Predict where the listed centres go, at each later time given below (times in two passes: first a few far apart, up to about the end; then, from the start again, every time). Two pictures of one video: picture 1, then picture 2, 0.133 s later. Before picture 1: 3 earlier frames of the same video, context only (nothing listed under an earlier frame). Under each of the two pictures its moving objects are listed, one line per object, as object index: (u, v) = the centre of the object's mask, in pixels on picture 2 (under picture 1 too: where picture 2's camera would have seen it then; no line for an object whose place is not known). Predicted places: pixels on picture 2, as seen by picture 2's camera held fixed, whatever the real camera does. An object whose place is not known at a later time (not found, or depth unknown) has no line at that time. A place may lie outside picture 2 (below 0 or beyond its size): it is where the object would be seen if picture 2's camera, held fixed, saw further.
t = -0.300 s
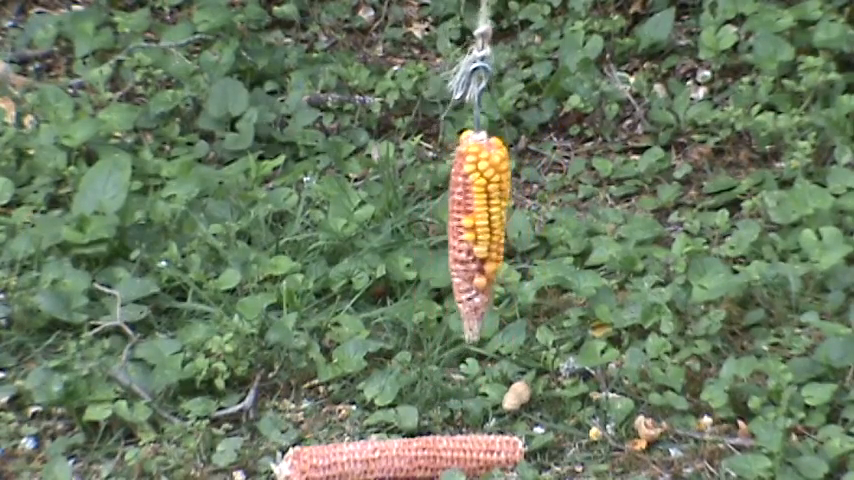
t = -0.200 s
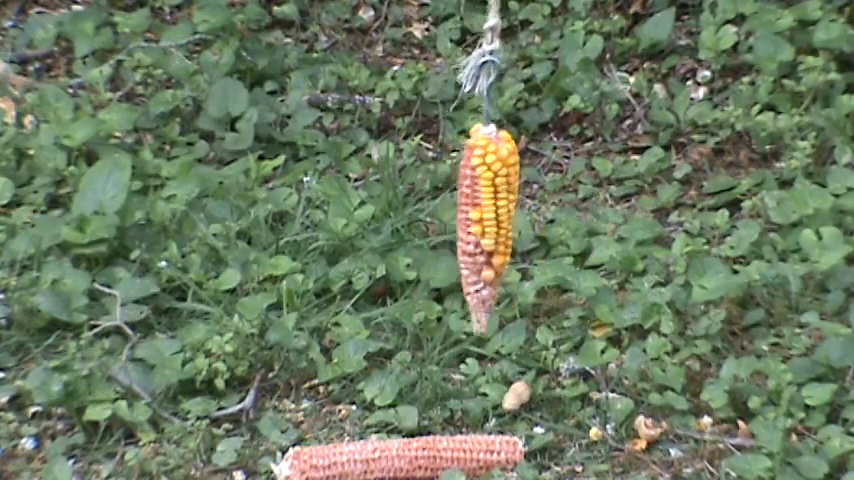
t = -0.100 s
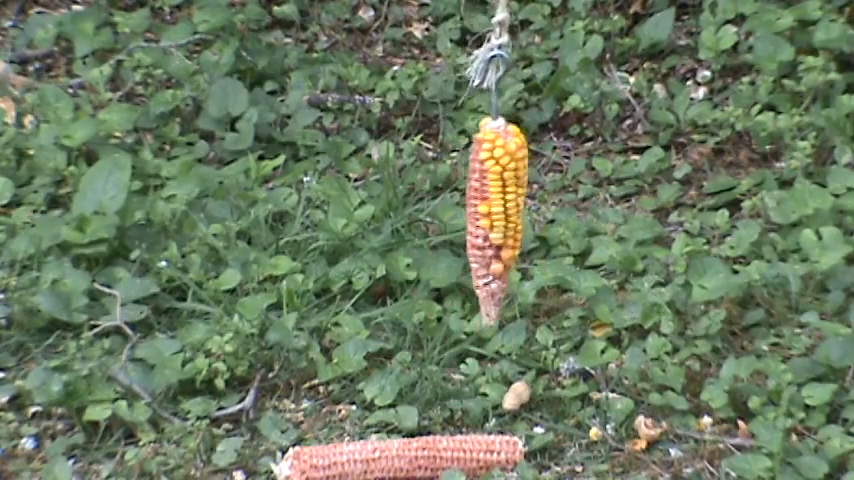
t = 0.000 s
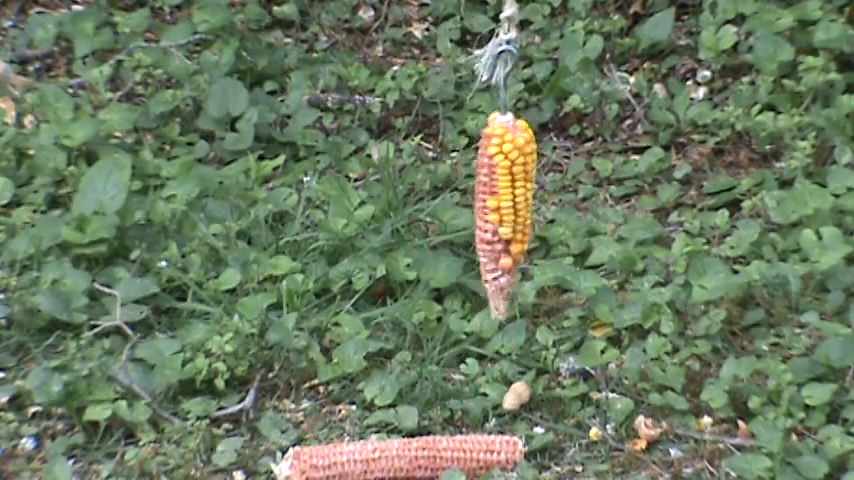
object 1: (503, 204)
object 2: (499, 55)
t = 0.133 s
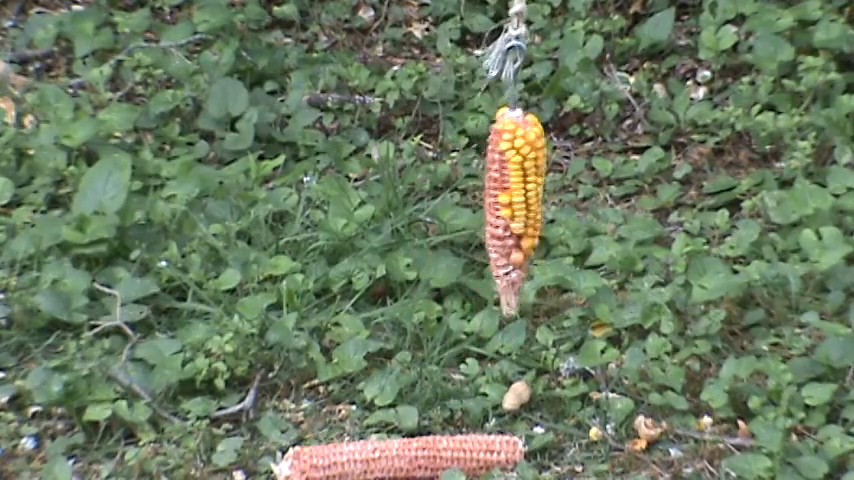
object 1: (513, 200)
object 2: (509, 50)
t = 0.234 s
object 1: (519, 198)
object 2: (513, 52)
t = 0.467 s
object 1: (525, 201)
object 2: (519, 52)
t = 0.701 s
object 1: (518, 215)
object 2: (514, 61)
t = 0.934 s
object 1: (500, 235)
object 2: (498, 73)
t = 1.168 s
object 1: (475, 253)
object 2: (474, 87)
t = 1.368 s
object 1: (453, 268)
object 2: (452, 98)
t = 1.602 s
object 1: (432, 279)
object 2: (433, 101)
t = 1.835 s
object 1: (421, 282)
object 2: (422, 107)
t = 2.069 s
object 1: (424, 275)
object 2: (425, 102)
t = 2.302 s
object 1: (438, 259)
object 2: (438, 92)
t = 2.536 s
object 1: (461, 239)
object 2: (456, 77)
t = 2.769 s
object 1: (485, 219)
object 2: (481, 64)
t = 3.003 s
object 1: (504, 206)
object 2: (500, 54)
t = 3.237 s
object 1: (514, 199)
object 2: (509, 51)
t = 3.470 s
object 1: (515, 204)
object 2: (510, 53)
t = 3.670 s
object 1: (505, 216)
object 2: (501, 62)
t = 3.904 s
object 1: (485, 234)
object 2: (483, 72)
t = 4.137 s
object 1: (460, 252)
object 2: (459, 85)
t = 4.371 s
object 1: (438, 268)
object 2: (438, 96)
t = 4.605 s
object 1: (422, 277)
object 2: (422, 102)
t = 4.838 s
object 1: (416, 276)
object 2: (417, 101)
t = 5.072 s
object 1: (421, 267)
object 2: (421, 97)
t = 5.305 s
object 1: (436, 252)
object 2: (435, 88)
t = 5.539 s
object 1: (456, 235)
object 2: (453, 77)
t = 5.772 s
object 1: (476, 218)
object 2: (472, 64)
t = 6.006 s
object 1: (492, 208)
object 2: (486, 57)
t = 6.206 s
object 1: (498, 205)
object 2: (493, 56)
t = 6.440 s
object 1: (497, 208)
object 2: (493, 58)
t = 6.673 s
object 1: (487, 223)
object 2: (484, 65)
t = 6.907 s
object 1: (470, 237)
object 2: (468, 75)
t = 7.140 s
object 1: (449, 254)
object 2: (448, 86)
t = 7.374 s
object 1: (431, 267)
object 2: (432, 94)
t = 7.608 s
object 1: (418, 275)
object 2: (419, 100)
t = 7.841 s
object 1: (415, 274)
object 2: (415, 99)
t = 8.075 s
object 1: (420, 265)
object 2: (419, 95)
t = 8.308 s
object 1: (433, 251)
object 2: (432, 86)
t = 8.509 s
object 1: (448, 238)
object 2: (446, 77)
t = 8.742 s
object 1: (466, 222)
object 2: (463, 66)
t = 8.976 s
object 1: (480, 212)
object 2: (476, 58)
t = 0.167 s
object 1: (515, 199)
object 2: (510, 51)
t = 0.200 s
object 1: (517, 198)
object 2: (511, 51)
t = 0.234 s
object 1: (519, 198)
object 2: (513, 52)
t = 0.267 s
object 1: (520, 198)
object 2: (515, 49)
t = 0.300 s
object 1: (522, 197)
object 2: (517, 50)
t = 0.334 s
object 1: (523, 198)
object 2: (518, 50)
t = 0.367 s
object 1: (524, 198)
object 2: (518, 50)
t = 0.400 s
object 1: (524, 200)
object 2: (519, 51)
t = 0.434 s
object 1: (524, 200)
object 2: (519, 52)
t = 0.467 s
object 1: (525, 201)
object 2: (519, 52)
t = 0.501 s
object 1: (524, 203)
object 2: (519, 53)
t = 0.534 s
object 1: (524, 204)
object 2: (519, 54)
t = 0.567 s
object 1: (523, 206)
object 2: (518, 56)
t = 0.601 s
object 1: (522, 207)
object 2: (518, 57)
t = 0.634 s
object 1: (521, 210)
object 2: (516, 58)
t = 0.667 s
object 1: (520, 212)
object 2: (516, 60)
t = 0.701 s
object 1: (518, 215)
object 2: (514, 61)
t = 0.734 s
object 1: (516, 218)
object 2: (512, 62)
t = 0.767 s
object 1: (514, 219)
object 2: (510, 63)
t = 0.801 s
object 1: (512, 222)
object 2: (508, 65)
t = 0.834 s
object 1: (509, 224)
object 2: (506, 67)
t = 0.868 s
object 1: (506, 228)
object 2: (503, 69)
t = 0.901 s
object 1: (503, 231)
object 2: (501, 70)
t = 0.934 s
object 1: (500, 235)
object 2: (498, 73)
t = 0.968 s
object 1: (497, 236)
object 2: (495, 76)
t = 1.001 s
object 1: (493, 241)
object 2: (492, 77)
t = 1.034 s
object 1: (490, 243)
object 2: (488, 79)
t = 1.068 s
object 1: (486, 245)
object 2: (485, 81)
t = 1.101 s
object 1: (483, 249)
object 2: (481, 82)
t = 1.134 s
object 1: (479, 251)
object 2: (478, 84)
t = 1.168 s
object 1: (475, 253)
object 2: (474, 87)
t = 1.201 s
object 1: (471, 257)
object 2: (470, 89)
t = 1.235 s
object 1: (468, 259)
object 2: (466, 91)
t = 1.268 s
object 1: (464, 263)
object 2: (463, 92)
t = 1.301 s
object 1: (460, 265)
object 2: (459, 94)
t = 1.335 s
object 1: (457, 267)
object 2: (455, 96)
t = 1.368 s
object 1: (453, 268)
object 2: (452, 98)
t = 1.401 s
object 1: (449, 272)
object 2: (449, 97)
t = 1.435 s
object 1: (446, 273)
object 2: (446, 99)
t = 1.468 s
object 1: (443, 275)
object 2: (442, 102)
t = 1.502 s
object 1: (440, 276)
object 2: (440, 102)
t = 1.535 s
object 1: (437, 277)
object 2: (437, 102)
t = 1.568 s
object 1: (435, 278)
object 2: (435, 101)
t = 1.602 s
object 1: (432, 279)
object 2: (433, 101)
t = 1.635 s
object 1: (430, 281)
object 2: (430, 104)
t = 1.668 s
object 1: (428, 281)
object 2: (428, 106)
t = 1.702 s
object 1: (426, 282)
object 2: (427, 108)
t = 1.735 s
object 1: (424, 282)
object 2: (425, 109)
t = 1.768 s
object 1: (423, 282)
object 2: (424, 109)
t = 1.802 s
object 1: (422, 282)
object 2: (423, 107)
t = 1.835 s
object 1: (421, 282)
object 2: (422, 107)
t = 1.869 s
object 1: (421, 282)
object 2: (422, 107)
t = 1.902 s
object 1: (420, 281)
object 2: (422, 106)
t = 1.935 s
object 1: (421, 280)
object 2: (422, 105)
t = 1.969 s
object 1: (421, 281)
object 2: (422, 105)
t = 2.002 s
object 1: (421, 278)
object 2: (423, 104)
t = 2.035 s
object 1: (422, 277)
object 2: (423, 103)
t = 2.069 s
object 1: (424, 275)
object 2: (425, 102)
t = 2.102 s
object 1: (425, 274)
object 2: (426, 99)
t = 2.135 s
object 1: (427, 270)
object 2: (428, 99)
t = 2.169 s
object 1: (429, 268)
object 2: (429, 98)
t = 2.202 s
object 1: (431, 266)
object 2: (432, 96)
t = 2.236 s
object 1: (433, 264)
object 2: (434, 94)
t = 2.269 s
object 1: (436, 261)
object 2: (436, 93)
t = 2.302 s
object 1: (438, 259)
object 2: (438, 92)
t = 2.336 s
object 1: (441, 256)
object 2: (440, 90)
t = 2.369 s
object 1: (444, 253)
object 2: (443, 88)
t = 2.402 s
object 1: (448, 250)
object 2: (446, 84)
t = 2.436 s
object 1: (451, 248)
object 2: (448, 84)
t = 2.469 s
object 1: (454, 245)
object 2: (450, 83)
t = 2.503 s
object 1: (458, 242)
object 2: (453, 79)
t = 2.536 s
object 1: (461, 239)
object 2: (456, 77)
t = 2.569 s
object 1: (465, 236)
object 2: (459, 75)
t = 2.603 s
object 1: (468, 233)
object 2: (465, 74)
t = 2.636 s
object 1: (472, 230)
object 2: (468, 74)
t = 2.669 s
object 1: (475, 227)
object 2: (472, 70)
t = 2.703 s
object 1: (479, 224)
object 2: (475, 68)
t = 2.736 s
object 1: (482, 222)
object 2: (478, 67)
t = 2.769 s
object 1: (485, 219)
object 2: (481, 64)
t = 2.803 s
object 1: (488, 216)
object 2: (484, 62)
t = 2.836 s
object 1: (491, 214)
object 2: (487, 61)
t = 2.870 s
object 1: (494, 212)
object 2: (490, 58)
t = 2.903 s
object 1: (497, 210)
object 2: (493, 57)
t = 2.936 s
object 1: (499, 208)
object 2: (495, 57)
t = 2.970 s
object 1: (502, 206)
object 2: (497, 56)
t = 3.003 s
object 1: (504, 206)
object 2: (500, 54)
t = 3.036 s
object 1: (506, 204)
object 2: (501, 54)
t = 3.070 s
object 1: (508, 202)
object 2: (503, 52)
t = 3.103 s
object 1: (510, 202)
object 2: (504, 52)
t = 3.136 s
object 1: (511, 201)
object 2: (506, 51)
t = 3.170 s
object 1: (513, 200)
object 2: (507, 52)
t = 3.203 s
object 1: (514, 200)
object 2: (508, 51)
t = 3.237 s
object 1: (514, 199)
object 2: (509, 51)
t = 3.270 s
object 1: (515, 199)
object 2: (509, 52)
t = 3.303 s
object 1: (516, 199)
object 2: (510, 51)
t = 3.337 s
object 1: (516, 200)
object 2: (511, 51)
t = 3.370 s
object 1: (516, 201)
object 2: (510, 51)
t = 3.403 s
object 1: (516, 202)
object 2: (510, 52)
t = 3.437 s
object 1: (515, 202)
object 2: (510, 52)
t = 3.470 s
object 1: (515, 204)
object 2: (510, 53)
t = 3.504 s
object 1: (514, 206)
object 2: (508, 53)
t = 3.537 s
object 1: (512, 207)
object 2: (507, 54)
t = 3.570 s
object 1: (511, 209)
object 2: (506, 56)
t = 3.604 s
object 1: (509, 211)
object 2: (504, 58)
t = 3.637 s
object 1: (508, 214)
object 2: (502, 60)
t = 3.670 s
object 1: (505, 216)
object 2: (501, 62)
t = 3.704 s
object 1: (502, 218)
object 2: (499, 62)
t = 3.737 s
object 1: (500, 221)
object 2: (496, 65)
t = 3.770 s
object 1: (497, 222)
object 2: (494, 67)
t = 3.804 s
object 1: (494, 226)
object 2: (491, 67)
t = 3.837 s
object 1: (491, 228)
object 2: (489, 70)
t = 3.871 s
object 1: (488, 231)
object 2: (486, 71)
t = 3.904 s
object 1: (485, 234)
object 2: (483, 72)
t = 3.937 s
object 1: (482, 237)
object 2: (479, 74)
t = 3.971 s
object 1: (478, 239)
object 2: (476, 77)
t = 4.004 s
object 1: (474, 242)
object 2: (473, 78)
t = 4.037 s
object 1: (471, 244)
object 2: (469, 81)
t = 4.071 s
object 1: (467, 247)
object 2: (466, 82)
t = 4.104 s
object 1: (464, 249)
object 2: (462, 83)
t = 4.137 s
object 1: (460, 252)
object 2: (459, 85)
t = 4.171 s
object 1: (457, 255)
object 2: (456, 87)
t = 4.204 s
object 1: (453, 257)
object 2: (452, 90)
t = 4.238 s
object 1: (450, 260)
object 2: (449, 92)
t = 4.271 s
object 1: (447, 262)
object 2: (447, 91)
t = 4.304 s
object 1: (444, 264)
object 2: (443, 93)
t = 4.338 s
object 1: (441, 266)
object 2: (441, 95)
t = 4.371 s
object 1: (438, 268)
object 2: (438, 96)
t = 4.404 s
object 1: (435, 270)
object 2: (435, 97)
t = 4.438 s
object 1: (432, 272)
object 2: (433, 97)
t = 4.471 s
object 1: (430, 274)
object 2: (432, 97)
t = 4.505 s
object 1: (428, 273)
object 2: (428, 101)
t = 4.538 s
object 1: (425, 275)
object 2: (425, 102)
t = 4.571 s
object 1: (423, 277)
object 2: (424, 103)
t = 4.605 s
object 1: (422, 277)
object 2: (422, 102)
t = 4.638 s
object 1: (421, 277)
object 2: (421, 102)
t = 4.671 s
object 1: (419, 278)
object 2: (420, 102)
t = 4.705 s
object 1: (418, 277)
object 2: (418, 101)
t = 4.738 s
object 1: (417, 278)
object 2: (417, 101)
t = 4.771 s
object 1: (417, 277)
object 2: (417, 101)
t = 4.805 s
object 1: (416, 276)
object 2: (417, 101)
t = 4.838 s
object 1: (416, 276)
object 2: (417, 101)
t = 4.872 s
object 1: (416, 275)
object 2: (416, 100)
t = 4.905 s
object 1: (417, 275)
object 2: (417, 99)
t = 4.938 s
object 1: (417, 273)
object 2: (417, 99)
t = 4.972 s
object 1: (418, 272)
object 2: (418, 98)
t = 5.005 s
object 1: (418, 272)
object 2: (419, 97)
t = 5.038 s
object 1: (420, 270)
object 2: (420, 96)
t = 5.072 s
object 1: (421, 267)
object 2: (421, 97)
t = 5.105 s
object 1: (423, 266)
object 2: (422, 95)
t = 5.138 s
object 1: (425, 264)
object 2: (425, 94)
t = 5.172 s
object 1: (427, 262)
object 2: (427, 92)
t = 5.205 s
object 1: (429, 260)
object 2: (429, 90)
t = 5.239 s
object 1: (431, 257)
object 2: (431, 90)
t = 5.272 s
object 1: (433, 255)
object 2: (433, 89)
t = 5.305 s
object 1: (436, 252)
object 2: (435, 88)
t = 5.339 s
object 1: (438, 250)
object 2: (437, 85)
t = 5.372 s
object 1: (441, 248)
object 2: (440, 83)
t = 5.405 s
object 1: (444, 245)
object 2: (443, 81)
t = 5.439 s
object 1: (447, 243)
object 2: (446, 78)
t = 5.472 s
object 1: (450, 240)
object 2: (448, 78)
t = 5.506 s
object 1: (453, 237)
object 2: (451, 76)
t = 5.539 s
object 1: (456, 235)
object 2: (453, 77)
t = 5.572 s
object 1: (459, 232)
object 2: (455, 74)
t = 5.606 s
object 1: (462, 230)
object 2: (458, 71)
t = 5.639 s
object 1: (465, 228)
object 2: (462, 68)
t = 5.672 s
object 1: (468, 225)
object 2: (464, 68)
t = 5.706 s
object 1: (471, 223)
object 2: (466, 69)
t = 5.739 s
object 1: (474, 221)
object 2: (469, 68)
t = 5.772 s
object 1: (476, 218)
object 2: (472, 64)
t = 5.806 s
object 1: (479, 217)
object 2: (474, 63)
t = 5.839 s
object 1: (481, 215)
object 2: (478, 61)
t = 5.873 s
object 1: (484, 213)
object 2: (479, 61)
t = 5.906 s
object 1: (486, 211)
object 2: (480, 60)
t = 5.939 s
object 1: (488, 210)
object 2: (483, 58)
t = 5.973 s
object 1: (489, 209)
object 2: (484, 58)
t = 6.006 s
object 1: (492, 208)
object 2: (486, 57)
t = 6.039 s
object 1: (493, 207)
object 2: (487, 56)
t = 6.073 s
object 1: (494, 206)
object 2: (489, 56)
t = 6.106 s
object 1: (496, 205)
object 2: (489, 56)
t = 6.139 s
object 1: (496, 205)
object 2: (491, 56)
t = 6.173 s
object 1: (497, 205)
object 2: (492, 56)
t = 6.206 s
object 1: (498, 205)
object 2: (493, 56)
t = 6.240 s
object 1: (498, 205)
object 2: (493, 56)
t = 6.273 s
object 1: (498, 205)
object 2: (493, 56)
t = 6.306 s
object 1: (498, 206)
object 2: (494, 56)
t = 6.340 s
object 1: (498, 206)
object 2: (493, 56)
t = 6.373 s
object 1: (498, 206)
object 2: (494, 57)
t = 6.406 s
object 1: (498, 208)
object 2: (493, 57)
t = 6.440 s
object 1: (497, 208)
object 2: (493, 58)
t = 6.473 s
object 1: (496, 210)
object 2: (492, 59)
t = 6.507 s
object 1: (495, 211)
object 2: (491, 59)
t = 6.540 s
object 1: (494, 213)
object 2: (490, 61)
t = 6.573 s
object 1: (493, 215)
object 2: (489, 62)
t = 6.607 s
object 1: (491, 218)
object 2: (487, 63)
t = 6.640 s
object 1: (489, 221)
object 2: (486, 64)
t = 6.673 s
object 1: (487, 223)
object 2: (484, 65)
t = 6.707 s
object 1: (486, 224)
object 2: (482, 67)
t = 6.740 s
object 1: (483, 228)
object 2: (480, 67)
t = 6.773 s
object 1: (481, 229)
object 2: (477, 69)
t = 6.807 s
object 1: (478, 231)
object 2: (475, 70)
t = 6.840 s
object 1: (476, 233)
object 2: (472, 73)
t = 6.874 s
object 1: (473, 234)
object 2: (470, 74)
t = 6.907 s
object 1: (470, 237)
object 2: (468, 75)
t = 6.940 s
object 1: (467, 240)
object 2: (465, 77)
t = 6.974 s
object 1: (464, 242)
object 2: (461, 79)
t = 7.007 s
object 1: (461, 244)
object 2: (459, 81)
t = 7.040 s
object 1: (459, 247)
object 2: (456, 82)
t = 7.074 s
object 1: (455, 249)
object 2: (453, 84)
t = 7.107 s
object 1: (452, 252)
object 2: (451, 88)
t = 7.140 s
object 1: (449, 254)
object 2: (448, 86)
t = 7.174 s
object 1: (446, 256)
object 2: (445, 88)
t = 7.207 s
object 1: (444, 258)
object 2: (443, 89)
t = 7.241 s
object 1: (441, 260)
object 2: (441, 91)
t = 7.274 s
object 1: (438, 262)
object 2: (438, 93)
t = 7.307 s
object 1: (436, 263)
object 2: (436, 92)
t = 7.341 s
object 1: (433, 266)
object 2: (434, 93)
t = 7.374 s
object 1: (431, 267)
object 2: (432, 94)
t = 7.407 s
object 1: (428, 270)
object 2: (431, 94)
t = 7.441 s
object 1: (427, 270)
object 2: (429, 95)
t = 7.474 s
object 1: (425, 271)
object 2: (425, 100)
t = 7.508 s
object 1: (422, 274)
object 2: (423, 100)
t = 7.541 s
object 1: (421, 274)
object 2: (422, 101)
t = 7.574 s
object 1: (420, 275)
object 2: (420, 100)
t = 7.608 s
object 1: (418, 275)
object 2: (419, 100)
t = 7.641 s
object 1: (417, 276)
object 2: (418, 99)
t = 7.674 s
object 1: (416, 276)
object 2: (417, 100)
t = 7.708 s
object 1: (416, 276)
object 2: (416, 100)
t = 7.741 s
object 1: (415, 276)
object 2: (415, 100)
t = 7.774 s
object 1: (415, 275)
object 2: (415, 100)
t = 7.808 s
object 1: (415, 275)
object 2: (415, 99)
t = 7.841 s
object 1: (415, 274)
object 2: (415, 99)
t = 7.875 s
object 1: (415, 274)
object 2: (415, 99)
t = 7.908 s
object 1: (416, 273)
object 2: (416, 99)
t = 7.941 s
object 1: (416, 271)
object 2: (416, 98)
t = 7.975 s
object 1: (417, 271)
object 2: (417, 97)
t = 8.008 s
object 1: (418, 269)
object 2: (417, 97)
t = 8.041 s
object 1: (419, 268)
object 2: (418, 96)
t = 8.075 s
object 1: (420, 265)
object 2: (419, 95)
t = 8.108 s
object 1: (421, 263)
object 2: (421, 95)
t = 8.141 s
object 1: (423, 262)
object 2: (422, 94)
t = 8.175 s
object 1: (425, 260)
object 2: (424, 92)
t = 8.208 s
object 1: (427, 258)
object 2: (426, 91)
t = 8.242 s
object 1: (429, 256)
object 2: (428, 89)
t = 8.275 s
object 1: (431, 254)
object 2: (431, 89)
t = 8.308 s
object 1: (433, 251)
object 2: (432, 86)
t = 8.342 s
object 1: (436, 249)
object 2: (435, 85)
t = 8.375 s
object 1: (438, 247)
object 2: (437, 83)
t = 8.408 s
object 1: (440, 245)
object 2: (439, 82)
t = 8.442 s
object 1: (443, 242)
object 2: (441, 80)
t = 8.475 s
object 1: (445, 240)
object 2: (444, 78)
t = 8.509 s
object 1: (448, 238)
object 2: (446, 77)
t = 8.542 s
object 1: (451, 235)
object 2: (448, 77)
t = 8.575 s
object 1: (453, 232)
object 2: (450, 79)
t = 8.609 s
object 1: (456, 230)
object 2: (453, 71)
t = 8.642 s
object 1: (458, 228)
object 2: (456, 70)
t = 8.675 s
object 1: (461, 226)
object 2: (459, 68)
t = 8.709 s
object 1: (463, 224)
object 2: (461, 66)
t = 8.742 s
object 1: (466, 222)
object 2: (463, 66)
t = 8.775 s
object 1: (468, 220)
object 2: (465, 65)
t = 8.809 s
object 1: (471, 219)
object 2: (467, 64)
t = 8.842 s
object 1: (473, 218)
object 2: (469, 63)
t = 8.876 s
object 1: (475, 215)
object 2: (471, 62)
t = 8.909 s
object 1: (477, 215)
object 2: (472, 61)
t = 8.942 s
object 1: (479, 213)
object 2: (473, 60)
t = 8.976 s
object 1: (480, 212)
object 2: (476, 58)
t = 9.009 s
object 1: (482, 210)
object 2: (478, 58)
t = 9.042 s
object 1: (483, 210)
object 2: (478, 58)
